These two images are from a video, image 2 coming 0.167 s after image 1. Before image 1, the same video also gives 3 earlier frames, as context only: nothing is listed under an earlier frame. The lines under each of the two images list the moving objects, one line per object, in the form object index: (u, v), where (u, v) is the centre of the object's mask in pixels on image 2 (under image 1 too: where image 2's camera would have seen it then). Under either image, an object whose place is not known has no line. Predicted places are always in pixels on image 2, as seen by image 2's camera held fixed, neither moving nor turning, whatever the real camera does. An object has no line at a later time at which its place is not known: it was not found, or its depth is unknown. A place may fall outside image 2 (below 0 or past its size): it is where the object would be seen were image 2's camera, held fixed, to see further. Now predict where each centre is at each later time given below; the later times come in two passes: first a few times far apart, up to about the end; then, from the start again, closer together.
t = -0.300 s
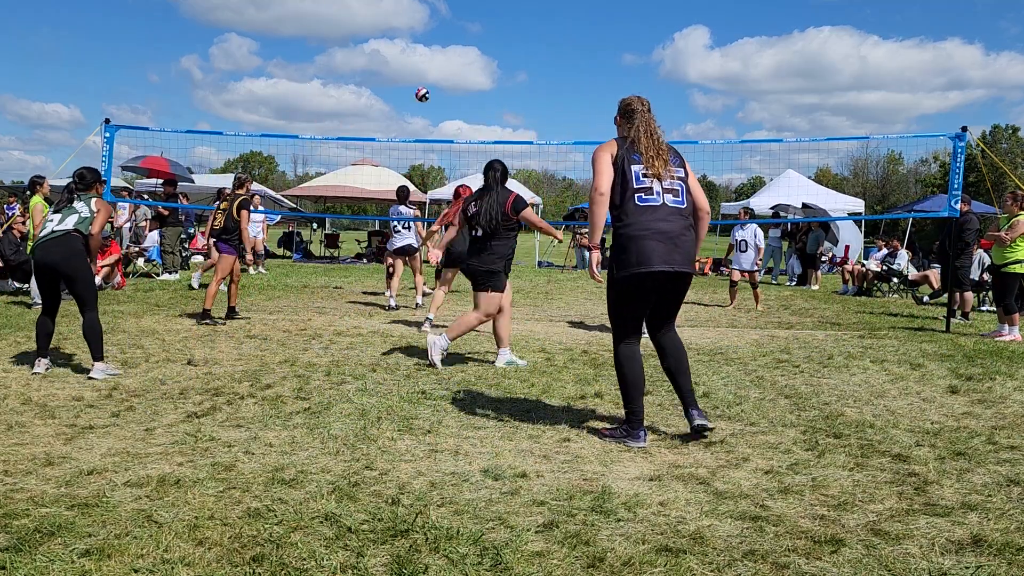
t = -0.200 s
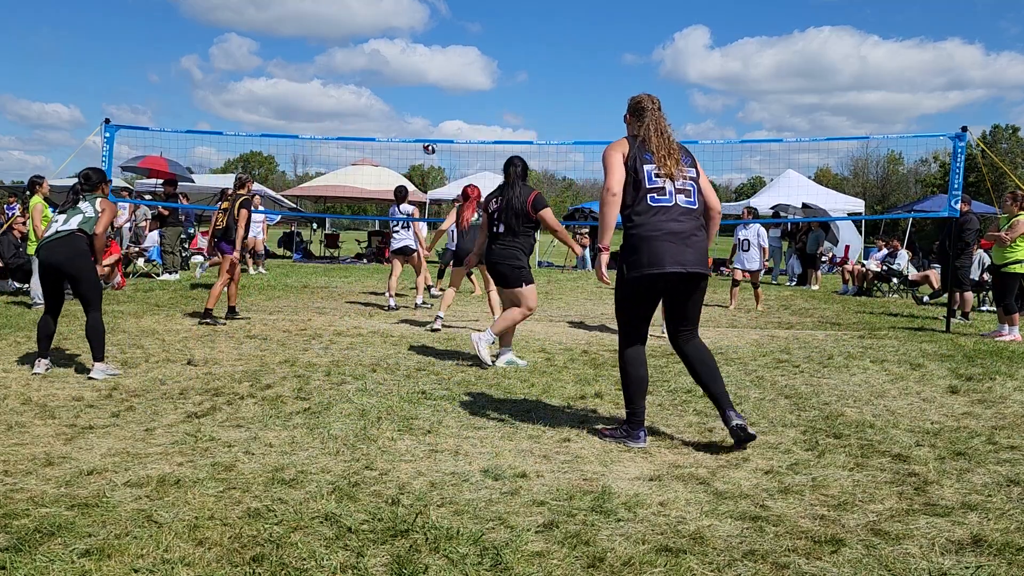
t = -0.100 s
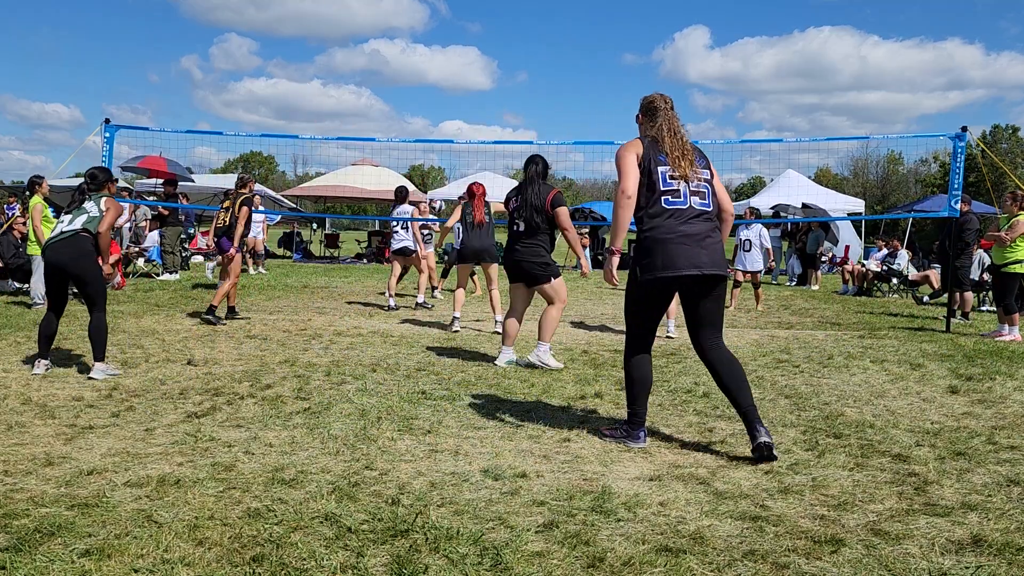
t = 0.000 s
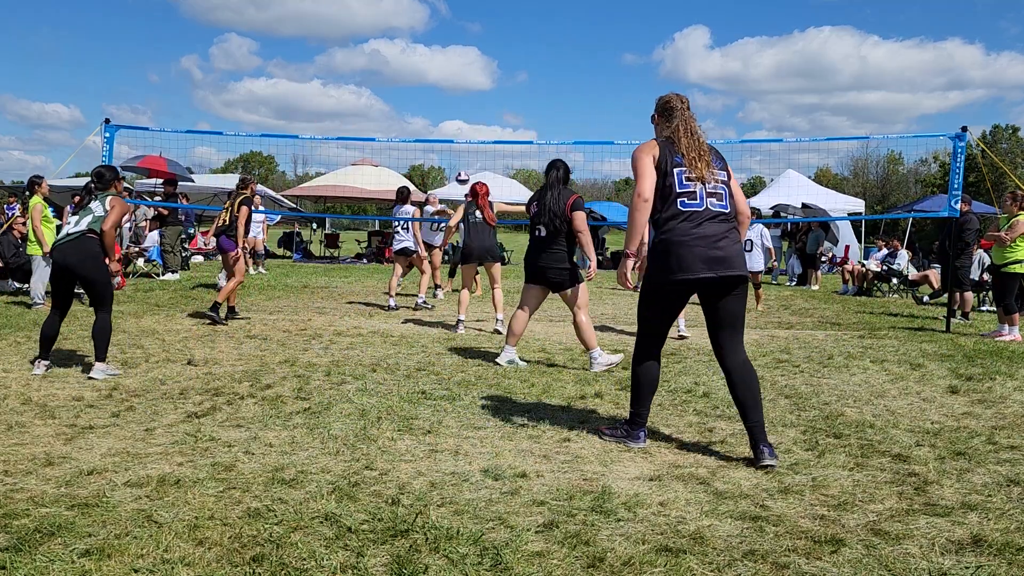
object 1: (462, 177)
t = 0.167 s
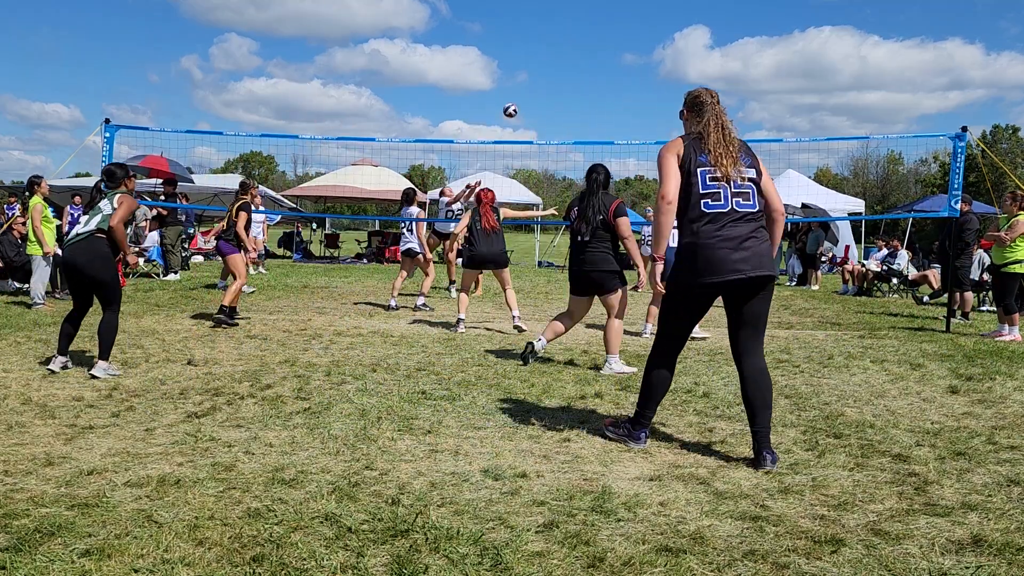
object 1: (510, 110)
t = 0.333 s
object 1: (557, 61)
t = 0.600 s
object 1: (632, 20)
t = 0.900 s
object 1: (714, 35)
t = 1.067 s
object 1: (758, 71)
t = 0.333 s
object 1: (557, 61)
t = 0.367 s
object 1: (566, 53)
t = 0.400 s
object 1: (576, 46)
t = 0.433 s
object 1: (586, 40)
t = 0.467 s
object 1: (595, 34)
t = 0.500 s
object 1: (604, 29)
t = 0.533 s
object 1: (614, 26)
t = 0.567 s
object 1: (623, 23)
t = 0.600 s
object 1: (632, 20)
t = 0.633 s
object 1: (641, 19)
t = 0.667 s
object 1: (650, 18)
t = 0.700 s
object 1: (660, 18)
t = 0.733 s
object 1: (669, 19)
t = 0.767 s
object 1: (678, 21)
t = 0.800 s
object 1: (687, 23)
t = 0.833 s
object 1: (696, 26)
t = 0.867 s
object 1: (705, 30)
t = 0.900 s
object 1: (714, 35)
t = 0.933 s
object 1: (723, 40)
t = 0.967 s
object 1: (732, 46)
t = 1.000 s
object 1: (741, 54)
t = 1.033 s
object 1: (749, 62)
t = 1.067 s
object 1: (758, 71)
